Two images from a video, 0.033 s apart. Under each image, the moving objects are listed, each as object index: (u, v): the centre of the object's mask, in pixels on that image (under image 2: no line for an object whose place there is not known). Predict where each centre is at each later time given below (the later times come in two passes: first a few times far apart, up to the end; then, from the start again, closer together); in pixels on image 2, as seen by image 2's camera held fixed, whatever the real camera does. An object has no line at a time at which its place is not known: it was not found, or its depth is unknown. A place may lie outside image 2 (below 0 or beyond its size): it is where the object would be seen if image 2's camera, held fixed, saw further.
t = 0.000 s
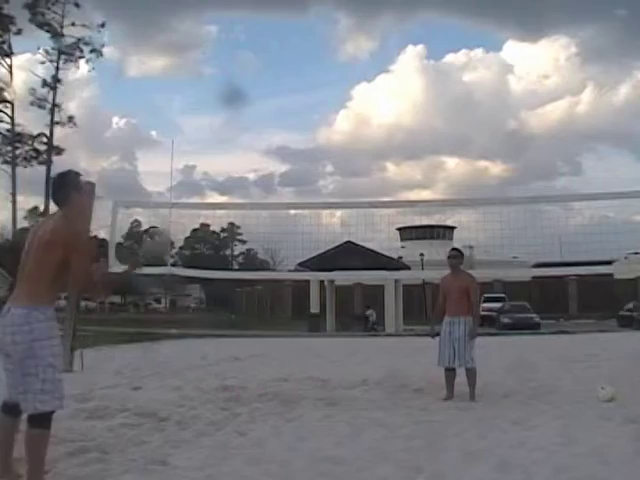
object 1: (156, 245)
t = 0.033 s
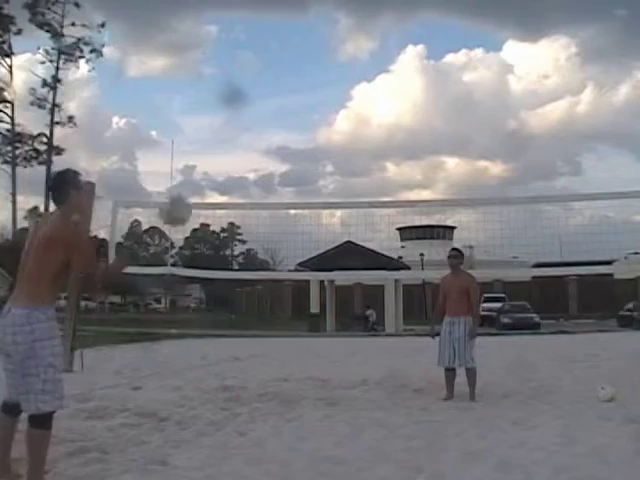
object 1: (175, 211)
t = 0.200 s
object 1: (247, 90)
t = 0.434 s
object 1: (319, 12)
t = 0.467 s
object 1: (327, 9)
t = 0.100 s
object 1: (206, 154)
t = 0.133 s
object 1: (220, 130)
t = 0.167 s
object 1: (234, 108)
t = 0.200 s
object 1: (247, 90)
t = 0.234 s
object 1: (259, 73)
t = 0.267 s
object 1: (270, 59)
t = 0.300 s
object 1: (281, 46)
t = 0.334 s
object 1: (291, 35)
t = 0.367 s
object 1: (300, 26)
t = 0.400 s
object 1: (310, 18)
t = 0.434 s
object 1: (319, 12)
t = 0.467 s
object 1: (327, 9)
